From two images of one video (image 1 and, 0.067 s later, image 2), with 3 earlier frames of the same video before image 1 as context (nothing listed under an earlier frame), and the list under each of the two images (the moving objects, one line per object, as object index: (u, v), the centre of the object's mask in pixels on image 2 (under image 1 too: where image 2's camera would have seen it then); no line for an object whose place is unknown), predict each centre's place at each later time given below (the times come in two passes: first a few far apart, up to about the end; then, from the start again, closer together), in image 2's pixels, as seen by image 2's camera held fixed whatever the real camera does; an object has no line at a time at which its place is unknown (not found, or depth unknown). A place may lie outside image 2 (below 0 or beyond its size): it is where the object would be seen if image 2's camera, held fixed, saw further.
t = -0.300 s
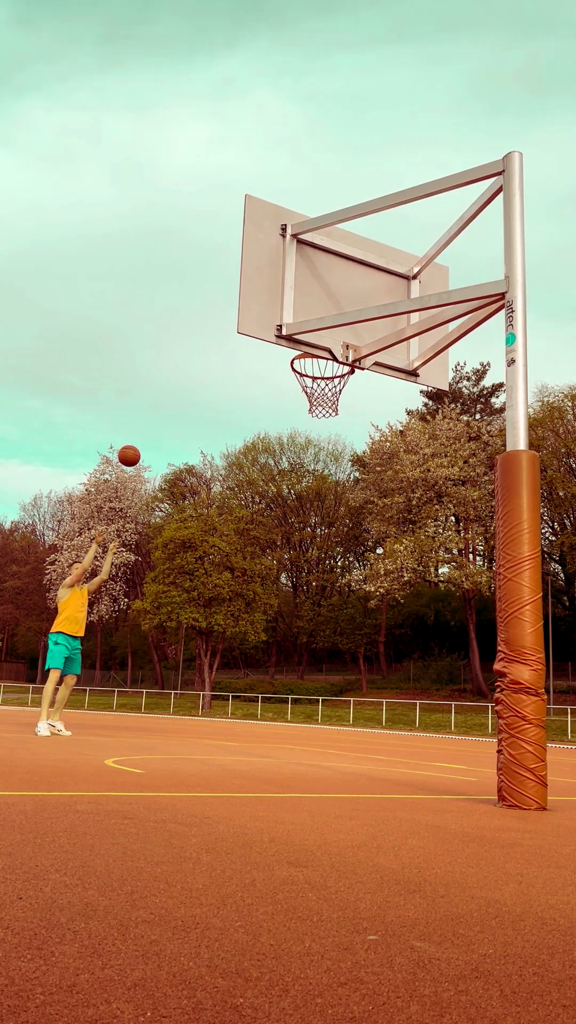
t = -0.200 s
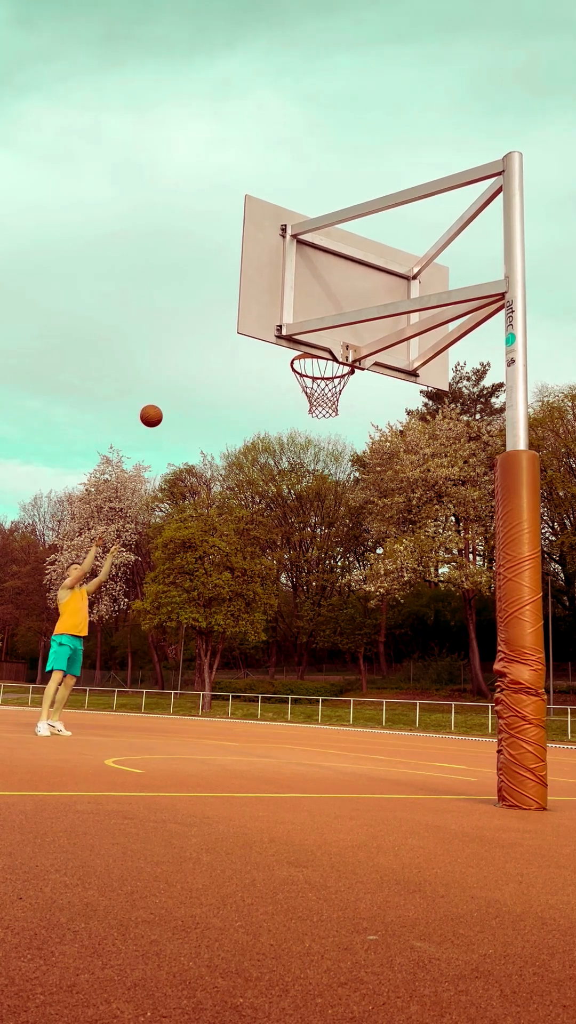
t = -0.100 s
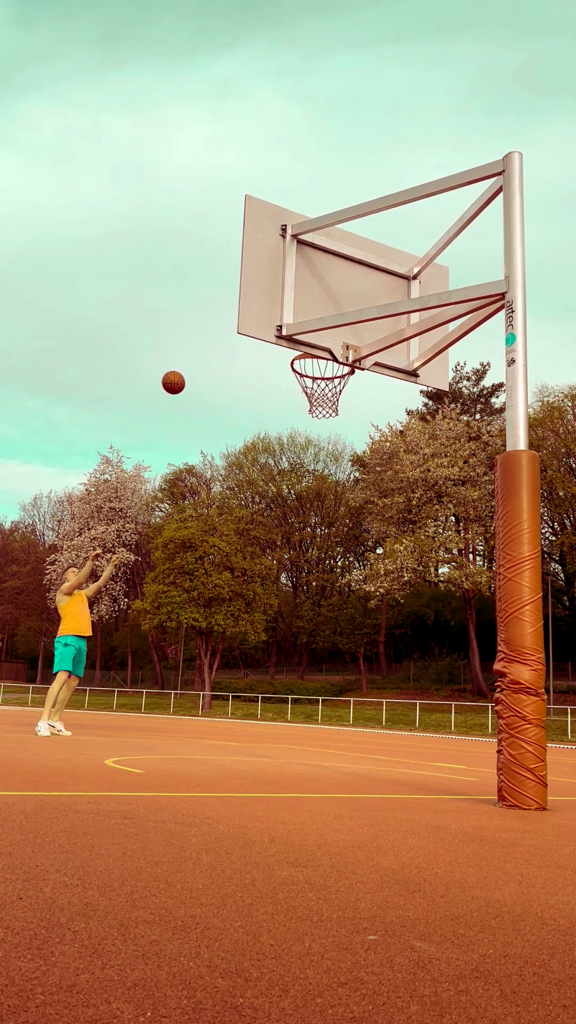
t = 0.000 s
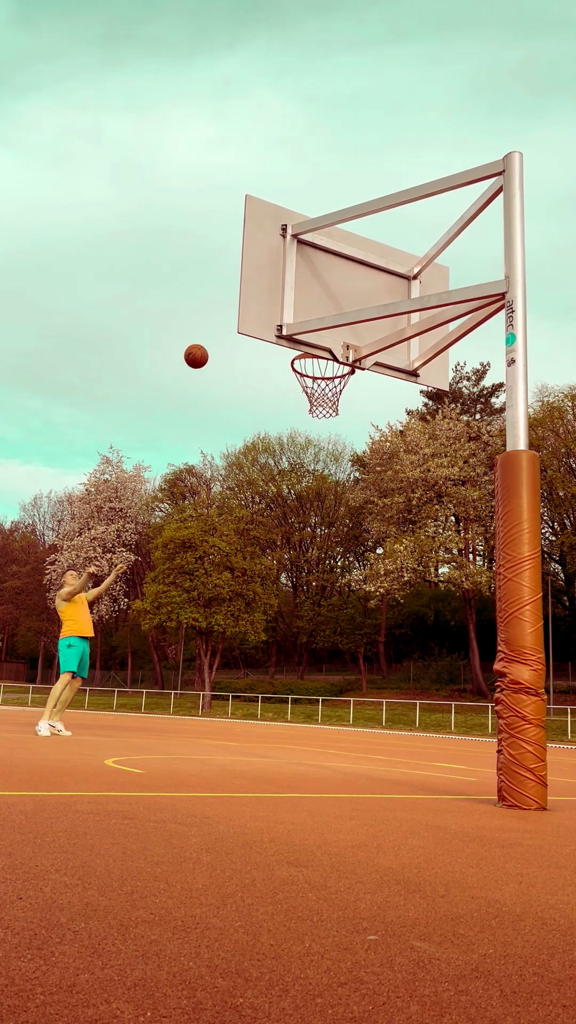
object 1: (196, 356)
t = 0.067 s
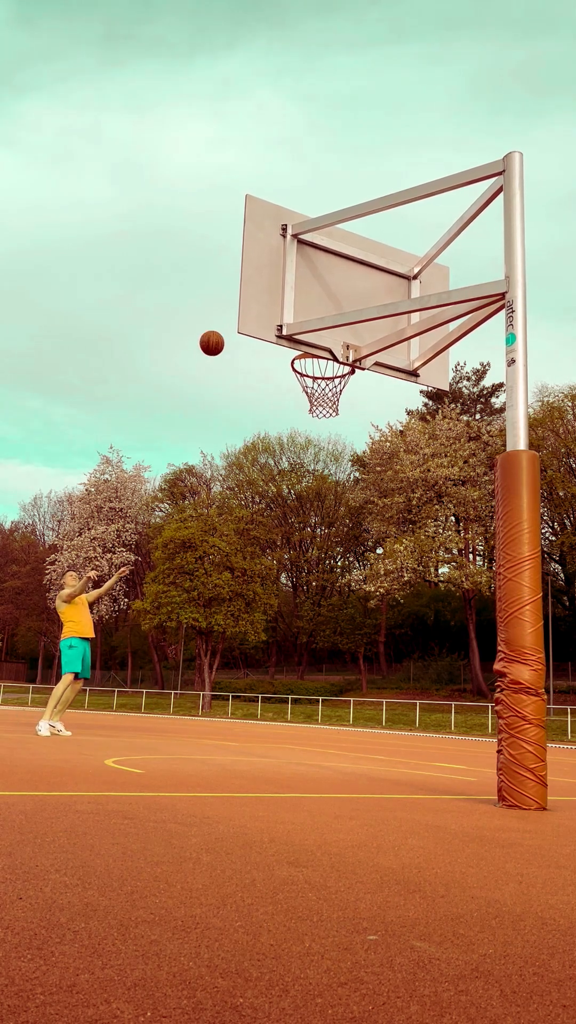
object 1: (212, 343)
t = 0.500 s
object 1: (330, 368)
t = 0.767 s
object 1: (302, 379)
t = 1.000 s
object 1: (316, 400)
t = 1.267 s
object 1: (345, 447)
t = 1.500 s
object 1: (366, 559)
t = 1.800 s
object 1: (391, 718)
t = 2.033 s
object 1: (410, 599)
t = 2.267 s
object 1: (426, 558)
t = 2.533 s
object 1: (443, 601)
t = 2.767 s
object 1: (458, 721)
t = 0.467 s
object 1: (320, 362)
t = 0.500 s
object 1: (330, 368)
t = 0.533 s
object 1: (335, 371)
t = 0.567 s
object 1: (330, 375)
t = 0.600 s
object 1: (325, 377)
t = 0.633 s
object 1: (319, 376)
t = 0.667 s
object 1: (314, 375)
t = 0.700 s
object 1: (310, 375)
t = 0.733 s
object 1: (306, 377)
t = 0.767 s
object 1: (302, 379)
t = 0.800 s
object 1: (301, 382)
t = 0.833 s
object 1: (301, 386)
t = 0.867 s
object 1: (302, 389)
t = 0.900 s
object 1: (304, 393)
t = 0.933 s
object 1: (308, 395)
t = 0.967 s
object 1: (312, 398)
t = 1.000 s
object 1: (316, 400)
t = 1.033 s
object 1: (321, 403)
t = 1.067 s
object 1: (325, 406)
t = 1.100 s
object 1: (329, 410)
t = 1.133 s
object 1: (332, 415)
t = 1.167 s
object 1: (335, 421)
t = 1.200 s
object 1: (338, 428)
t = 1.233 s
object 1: (342, 437)
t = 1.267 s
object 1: (345, 447)
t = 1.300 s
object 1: (348, 458)
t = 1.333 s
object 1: (351, 471)
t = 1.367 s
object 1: (354, 486)
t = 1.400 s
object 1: (357, 502)
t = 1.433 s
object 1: (360, 519)
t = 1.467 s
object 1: (363, 538)
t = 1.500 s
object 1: (366, 559)
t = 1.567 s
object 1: (372, 606)
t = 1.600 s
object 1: (374, 632)
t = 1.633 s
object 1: (377, 660)
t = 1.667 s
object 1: (380, 689)
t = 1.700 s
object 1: (383, 722)
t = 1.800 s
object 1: (391, 718)
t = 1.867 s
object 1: (397, 675)
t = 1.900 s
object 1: (399, 657)
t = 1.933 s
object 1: (402, 640)
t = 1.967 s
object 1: (405, 624)
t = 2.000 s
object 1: (407, 611)
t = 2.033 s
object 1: (410, 599)
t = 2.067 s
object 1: (412, 589)
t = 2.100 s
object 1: (415, 580)
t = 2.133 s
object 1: (417, 572)
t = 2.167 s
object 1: (420, 566)
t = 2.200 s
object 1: (422, 562)
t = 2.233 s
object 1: (424, 559)
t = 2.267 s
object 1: (426, 558)
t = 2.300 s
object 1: (428, 558)
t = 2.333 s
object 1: (430, 560)
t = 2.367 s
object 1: (432, 563)
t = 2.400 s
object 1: (435, 567)
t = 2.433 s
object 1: (437, 573)
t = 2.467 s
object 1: (439, 581)
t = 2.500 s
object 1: (441, 590)
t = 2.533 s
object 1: (443, 601)
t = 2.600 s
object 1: (448, 627)
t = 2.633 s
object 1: (450, 642)
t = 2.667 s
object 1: (452, 659)
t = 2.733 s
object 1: (456, 699)
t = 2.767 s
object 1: (458, 721)
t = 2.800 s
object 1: (460, 746)
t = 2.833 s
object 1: (462, 764)
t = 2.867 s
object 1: (465, 744)
